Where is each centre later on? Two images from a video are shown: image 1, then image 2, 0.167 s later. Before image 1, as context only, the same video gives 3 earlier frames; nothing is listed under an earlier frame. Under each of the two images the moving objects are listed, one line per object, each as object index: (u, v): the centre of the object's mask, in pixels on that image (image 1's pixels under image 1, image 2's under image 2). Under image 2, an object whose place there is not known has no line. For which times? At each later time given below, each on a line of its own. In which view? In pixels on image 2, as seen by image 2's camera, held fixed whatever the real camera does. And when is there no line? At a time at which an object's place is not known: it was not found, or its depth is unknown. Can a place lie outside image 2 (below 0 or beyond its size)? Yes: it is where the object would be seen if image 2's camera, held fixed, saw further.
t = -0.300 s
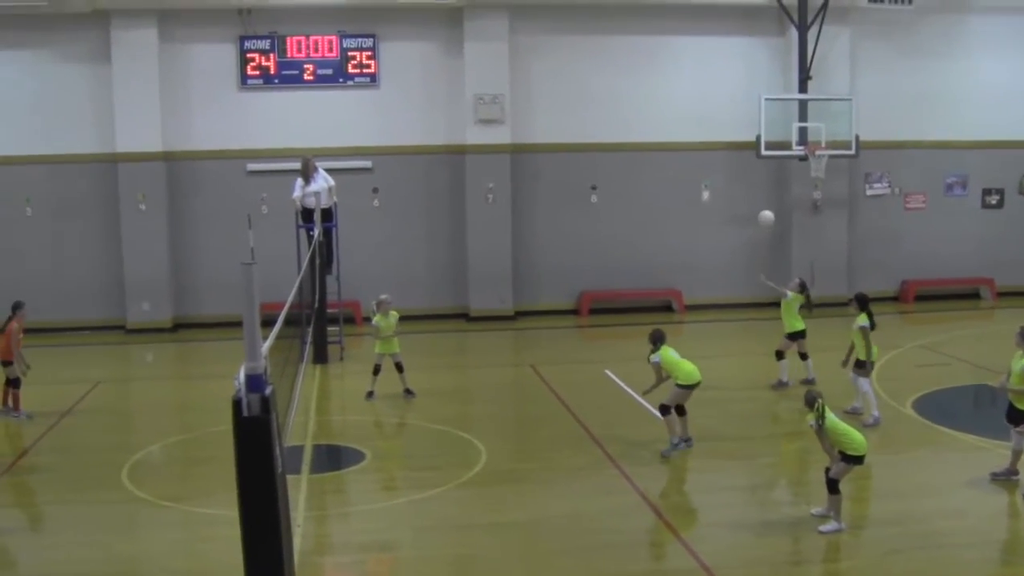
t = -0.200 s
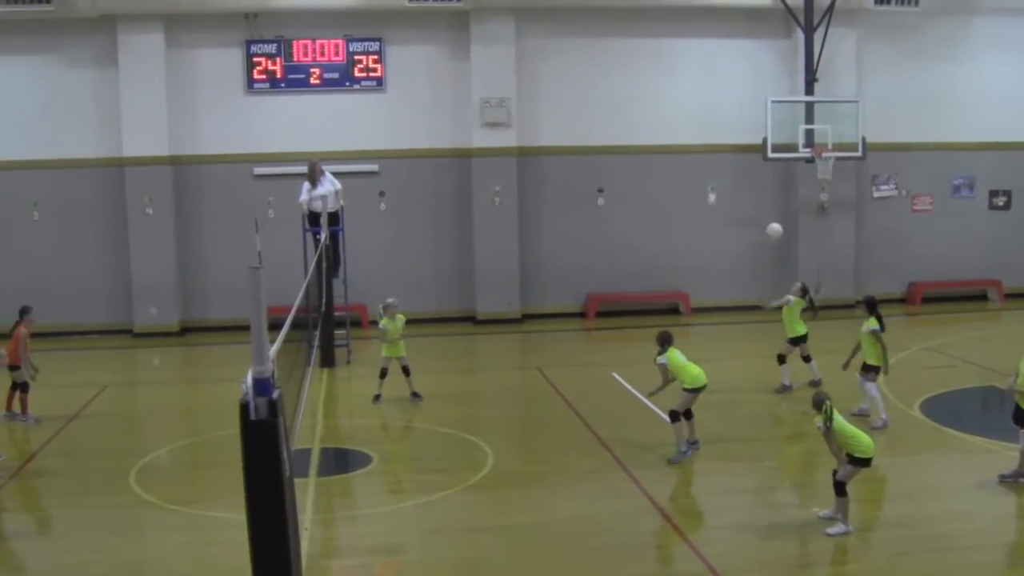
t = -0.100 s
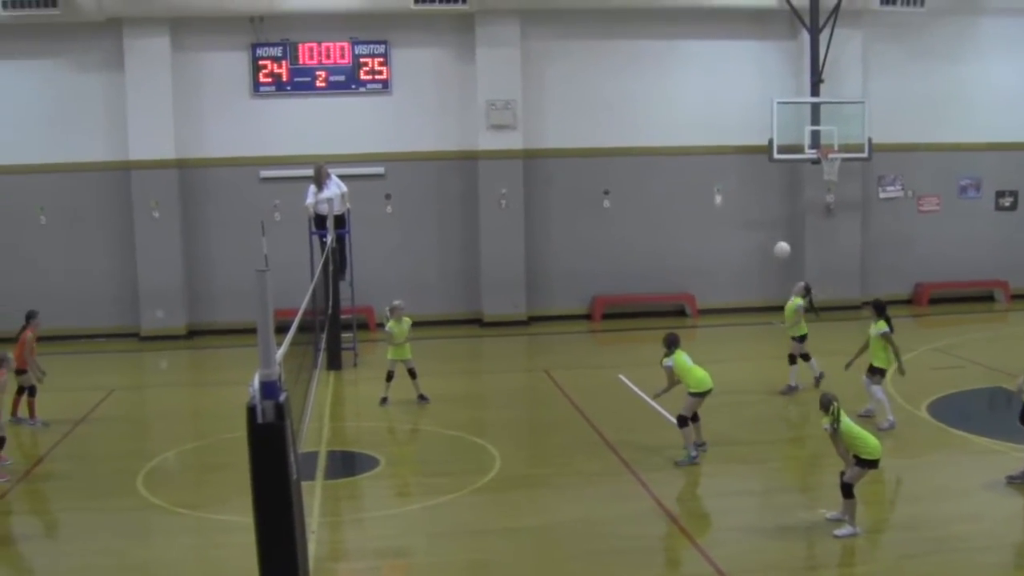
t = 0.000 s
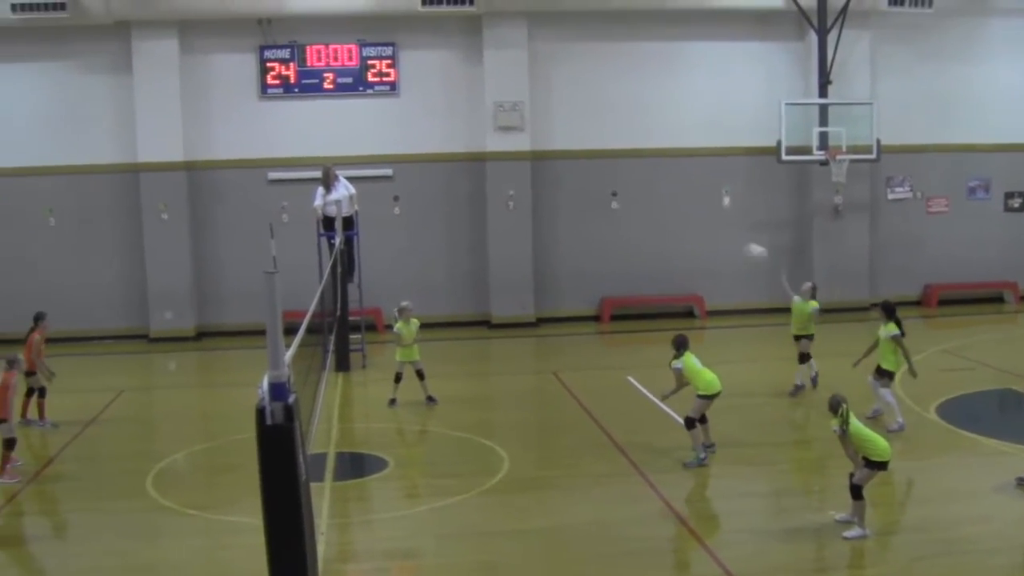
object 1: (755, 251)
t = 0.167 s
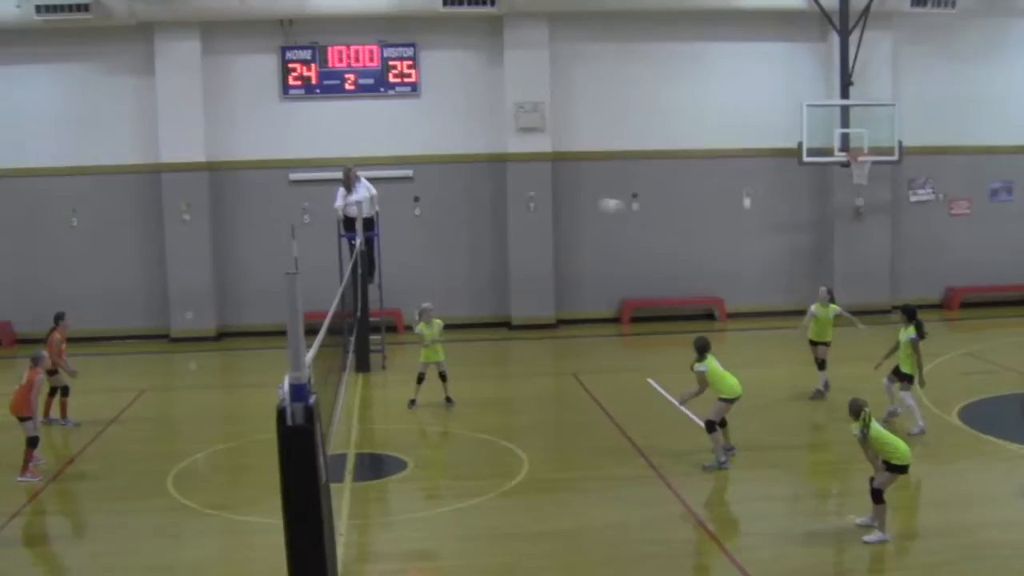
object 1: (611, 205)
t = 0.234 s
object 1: (544, 194)
